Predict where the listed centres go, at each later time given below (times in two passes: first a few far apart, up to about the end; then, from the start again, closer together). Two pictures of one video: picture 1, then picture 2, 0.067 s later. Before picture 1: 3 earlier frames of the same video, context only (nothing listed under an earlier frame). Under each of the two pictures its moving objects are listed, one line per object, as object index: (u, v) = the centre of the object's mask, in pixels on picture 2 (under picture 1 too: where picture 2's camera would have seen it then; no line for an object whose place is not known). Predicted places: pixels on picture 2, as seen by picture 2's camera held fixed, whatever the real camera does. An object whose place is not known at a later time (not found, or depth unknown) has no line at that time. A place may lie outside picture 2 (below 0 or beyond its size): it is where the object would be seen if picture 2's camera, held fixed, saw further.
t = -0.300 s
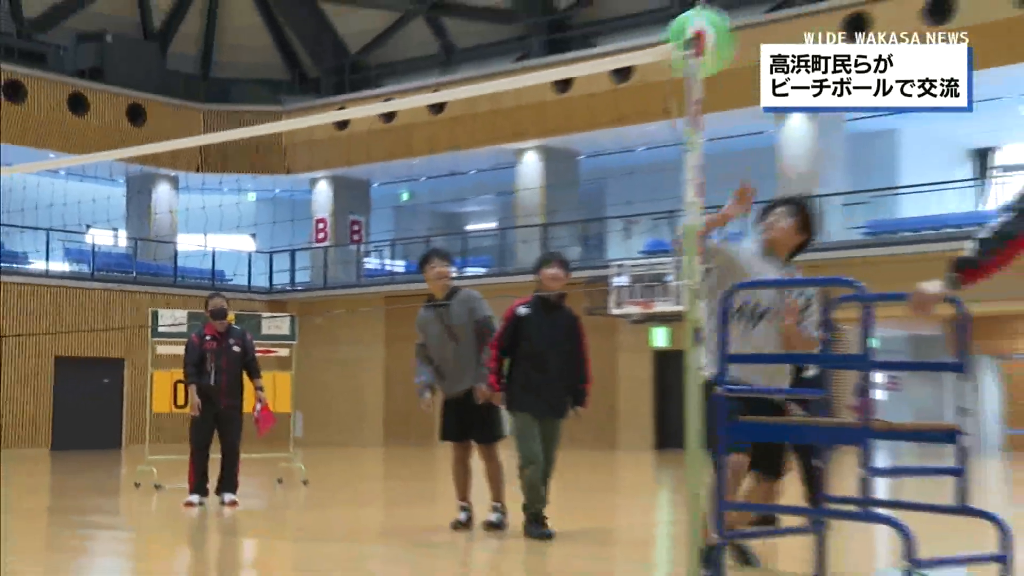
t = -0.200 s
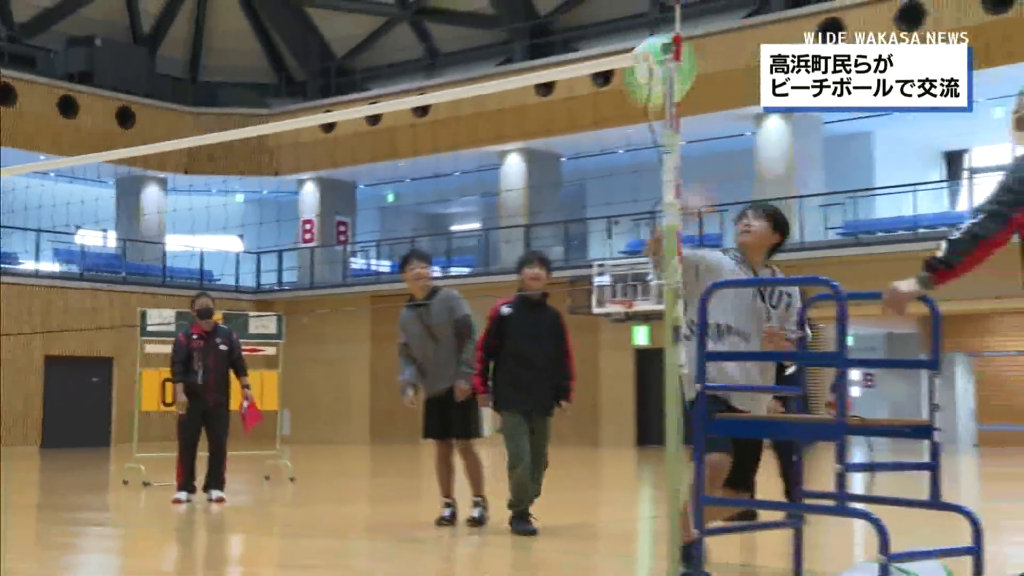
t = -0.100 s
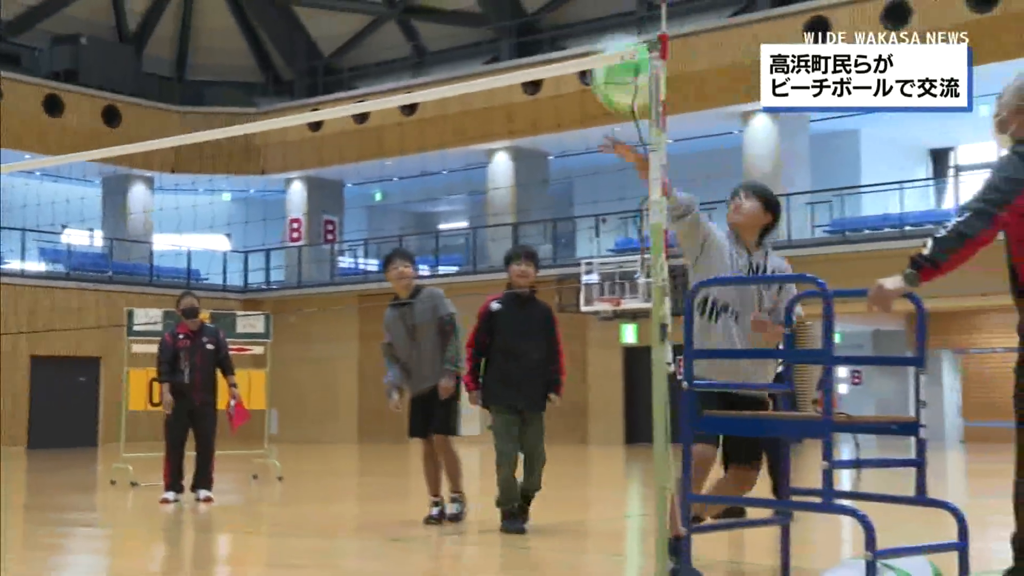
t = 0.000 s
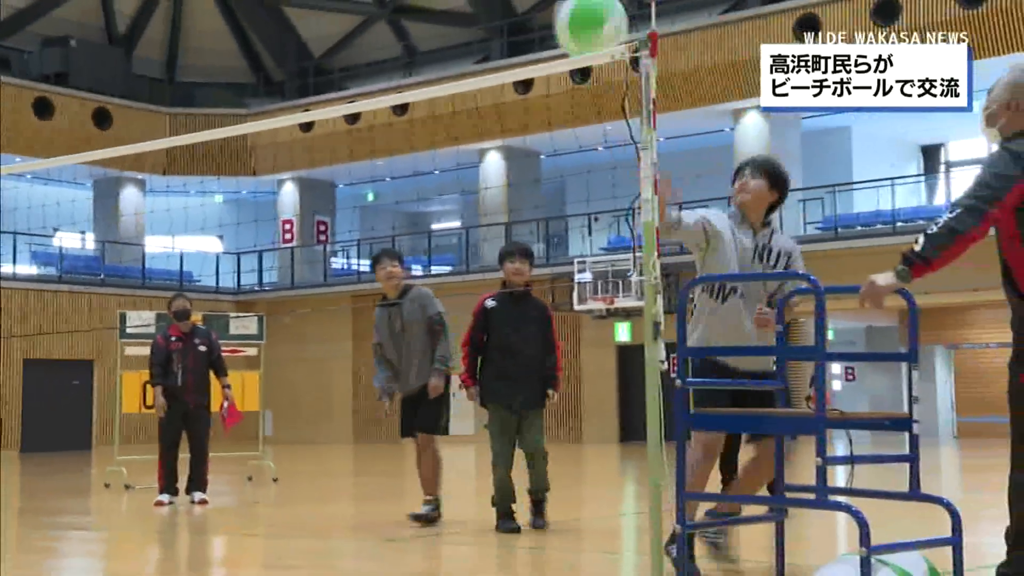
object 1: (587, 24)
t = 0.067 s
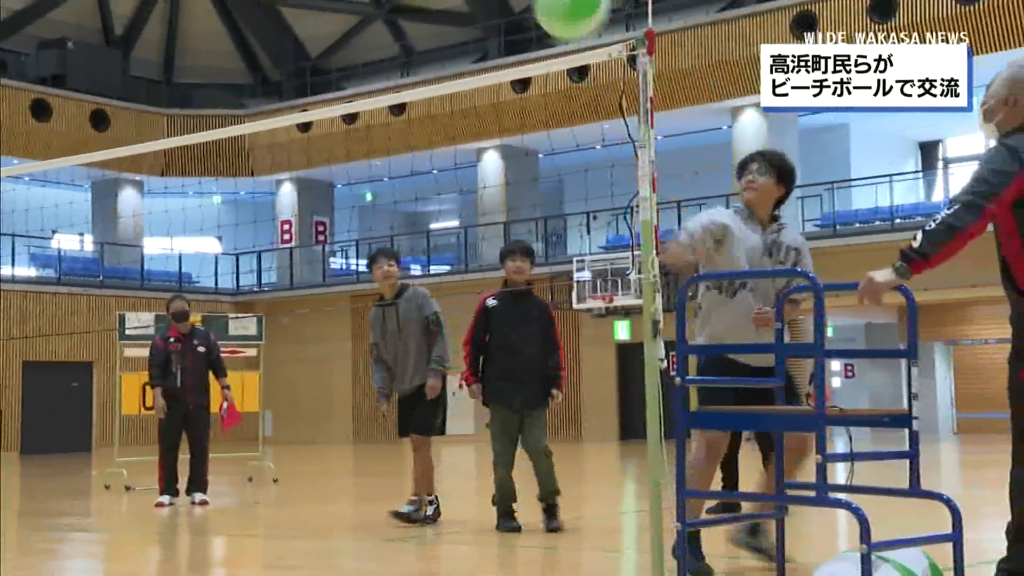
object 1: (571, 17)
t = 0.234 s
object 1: (531, 13)
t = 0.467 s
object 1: (489, 73)
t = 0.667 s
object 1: (461, 258)
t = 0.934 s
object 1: (426, 560)
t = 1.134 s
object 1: (560, 445)
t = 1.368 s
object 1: (736, 415)
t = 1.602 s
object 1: (925, 547)
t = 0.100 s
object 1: (564, 14)
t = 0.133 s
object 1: (557, 12)
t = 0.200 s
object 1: (539, 12)
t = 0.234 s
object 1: (531, 13)
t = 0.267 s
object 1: (524, 16)
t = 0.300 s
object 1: (515, 20)
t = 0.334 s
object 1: (511, 25)
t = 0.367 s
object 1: (505, 31)
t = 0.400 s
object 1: (499, 39)
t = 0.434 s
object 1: (494, 53)
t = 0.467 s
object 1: (489, 73)
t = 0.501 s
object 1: (483, 98)
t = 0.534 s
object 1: (478, 123)
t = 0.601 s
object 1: (472, 179)
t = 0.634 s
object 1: (467, 217)
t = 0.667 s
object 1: (461, 258)
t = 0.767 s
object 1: (446, 376)
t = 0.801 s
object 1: (439, 426)
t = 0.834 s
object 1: (434, 473)
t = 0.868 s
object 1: (424, 521)
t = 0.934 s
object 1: (426, 560)
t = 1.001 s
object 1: (464, 531)
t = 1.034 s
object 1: (489, 512)
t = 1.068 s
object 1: (513, 485)
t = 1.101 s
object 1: (536, 463)
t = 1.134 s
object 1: (560, 445)
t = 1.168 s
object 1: (585, 430)
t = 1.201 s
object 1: (606, 417)
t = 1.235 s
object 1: (631, 410)
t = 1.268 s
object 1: (658, 405)
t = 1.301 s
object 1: (683, 404)
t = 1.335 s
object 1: (715, 407)
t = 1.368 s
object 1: (736, 415)
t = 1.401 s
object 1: (764, 426)
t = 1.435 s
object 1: (788, 441)
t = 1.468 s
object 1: (814, 459)
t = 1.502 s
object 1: (839, 481)
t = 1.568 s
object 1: (898, 528)
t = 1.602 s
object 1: (925, 547)
